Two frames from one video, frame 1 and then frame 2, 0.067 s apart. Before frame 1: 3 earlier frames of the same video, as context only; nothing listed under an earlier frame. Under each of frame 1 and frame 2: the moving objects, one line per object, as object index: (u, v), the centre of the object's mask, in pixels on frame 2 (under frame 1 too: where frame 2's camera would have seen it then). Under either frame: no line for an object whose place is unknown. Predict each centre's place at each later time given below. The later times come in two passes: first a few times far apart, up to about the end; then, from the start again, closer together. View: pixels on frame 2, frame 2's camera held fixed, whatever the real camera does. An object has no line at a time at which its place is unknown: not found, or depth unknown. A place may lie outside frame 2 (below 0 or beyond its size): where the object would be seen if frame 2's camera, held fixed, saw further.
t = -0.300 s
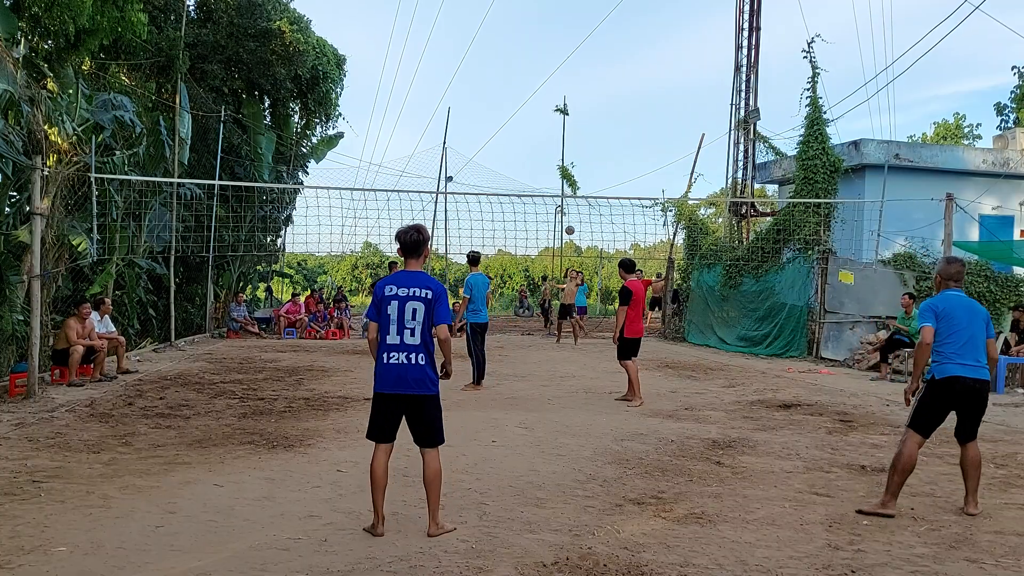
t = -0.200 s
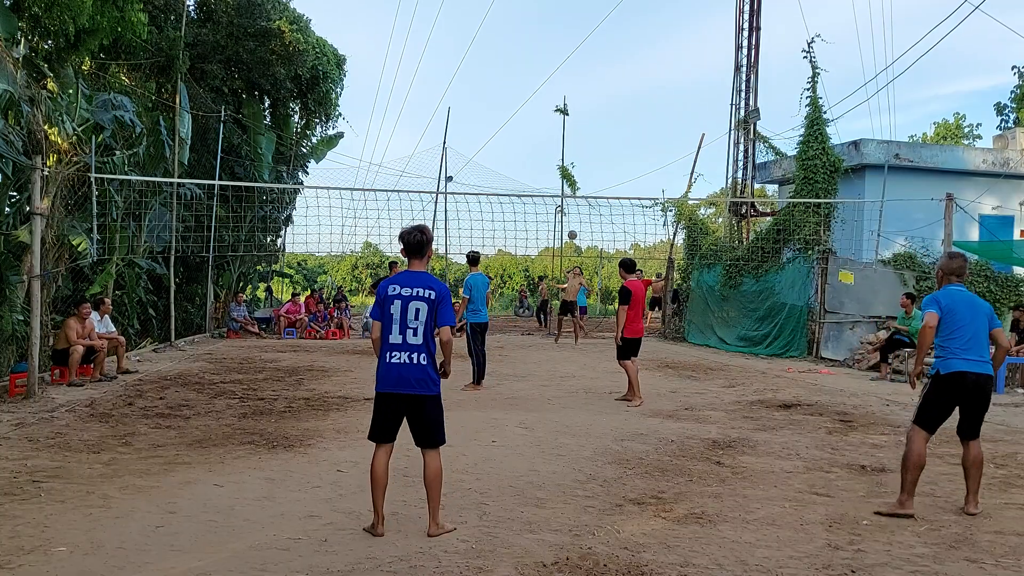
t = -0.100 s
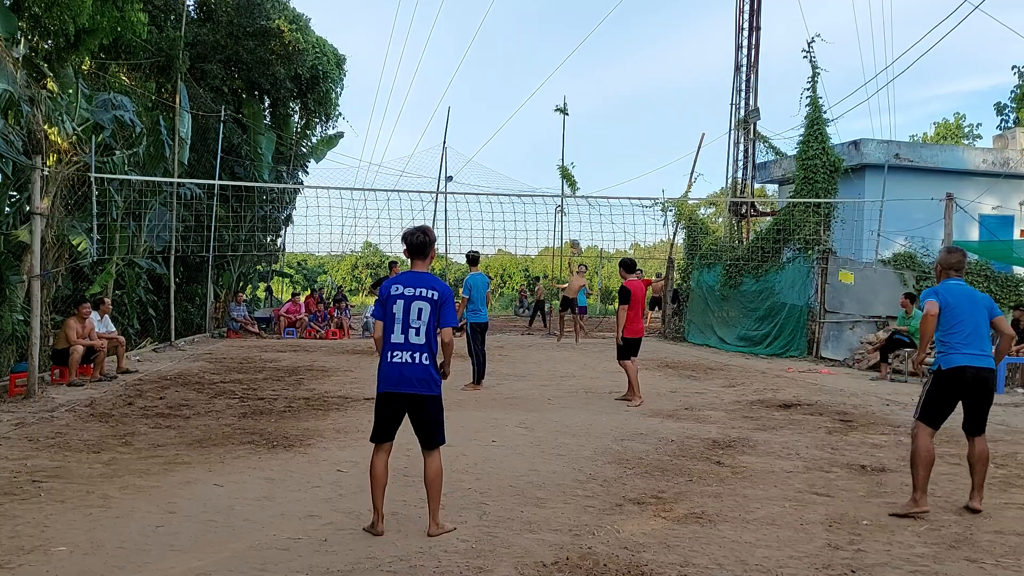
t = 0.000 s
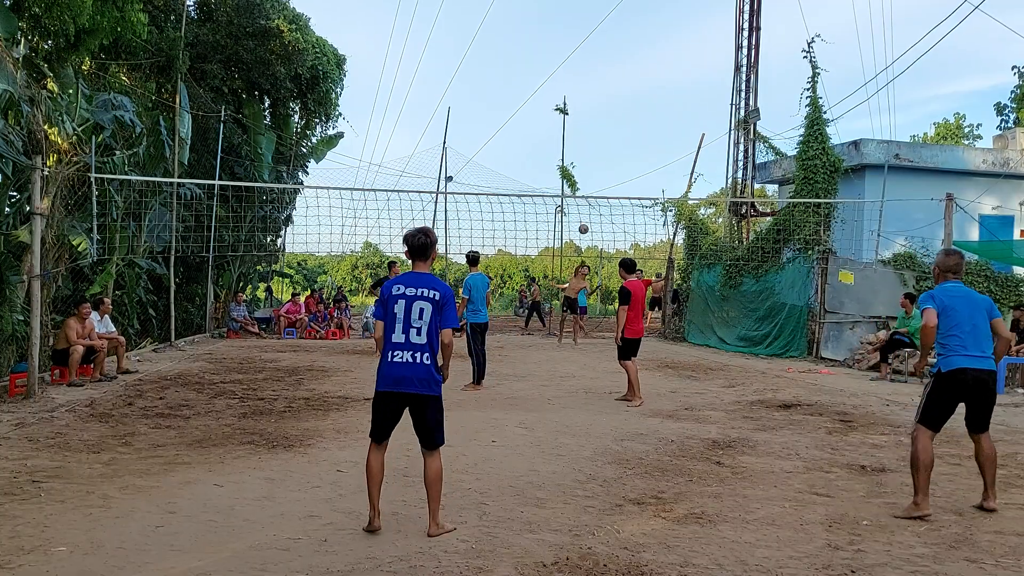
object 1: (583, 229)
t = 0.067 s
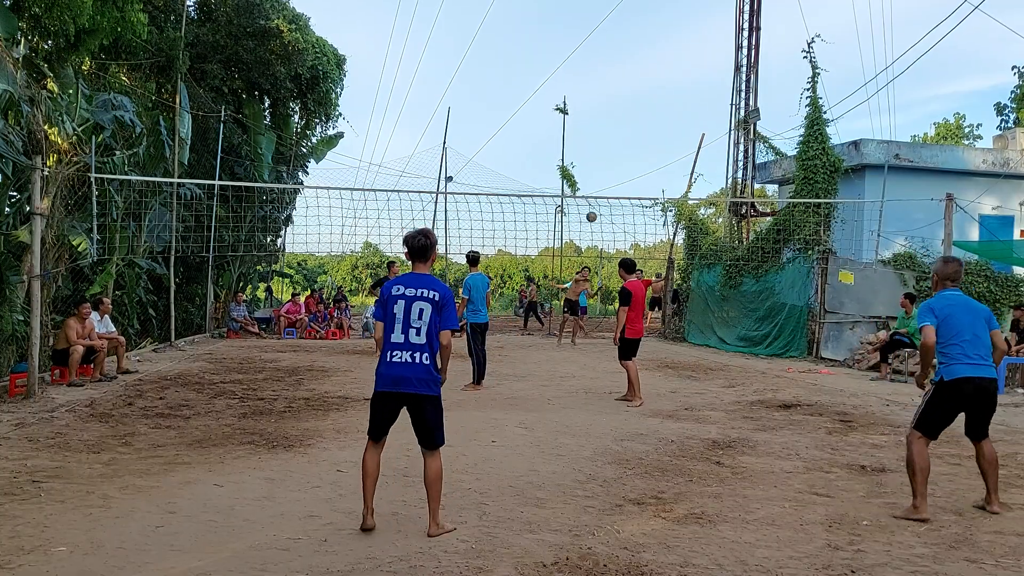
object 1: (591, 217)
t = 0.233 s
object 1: (616, 193)
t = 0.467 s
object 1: (665, 190)
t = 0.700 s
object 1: (707, 202)
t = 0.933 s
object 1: (755, 271)
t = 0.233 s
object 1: (616, 193)
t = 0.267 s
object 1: (621, 191)
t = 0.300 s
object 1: (627, 189)
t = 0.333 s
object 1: (634, 188)
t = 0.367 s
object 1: (641, 187)
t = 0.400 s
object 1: (649, 187)
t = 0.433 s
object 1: (657, 189)
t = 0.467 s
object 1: (665, 190)
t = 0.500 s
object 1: (674, 192)
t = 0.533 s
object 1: (681, 195)
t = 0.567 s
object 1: (686, 194)
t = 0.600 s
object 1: (691, 195)
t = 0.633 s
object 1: (696, 196)
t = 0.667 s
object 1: (701, 199)
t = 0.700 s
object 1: (707, 202)
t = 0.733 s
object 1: (713, 208)
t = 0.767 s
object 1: (719, 215)
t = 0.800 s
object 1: (726, 222)
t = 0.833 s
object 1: (733, 231)
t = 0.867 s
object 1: (740, 243)
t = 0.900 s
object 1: (747, 255)
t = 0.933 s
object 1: (755, 271)
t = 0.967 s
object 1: (763, 289)
